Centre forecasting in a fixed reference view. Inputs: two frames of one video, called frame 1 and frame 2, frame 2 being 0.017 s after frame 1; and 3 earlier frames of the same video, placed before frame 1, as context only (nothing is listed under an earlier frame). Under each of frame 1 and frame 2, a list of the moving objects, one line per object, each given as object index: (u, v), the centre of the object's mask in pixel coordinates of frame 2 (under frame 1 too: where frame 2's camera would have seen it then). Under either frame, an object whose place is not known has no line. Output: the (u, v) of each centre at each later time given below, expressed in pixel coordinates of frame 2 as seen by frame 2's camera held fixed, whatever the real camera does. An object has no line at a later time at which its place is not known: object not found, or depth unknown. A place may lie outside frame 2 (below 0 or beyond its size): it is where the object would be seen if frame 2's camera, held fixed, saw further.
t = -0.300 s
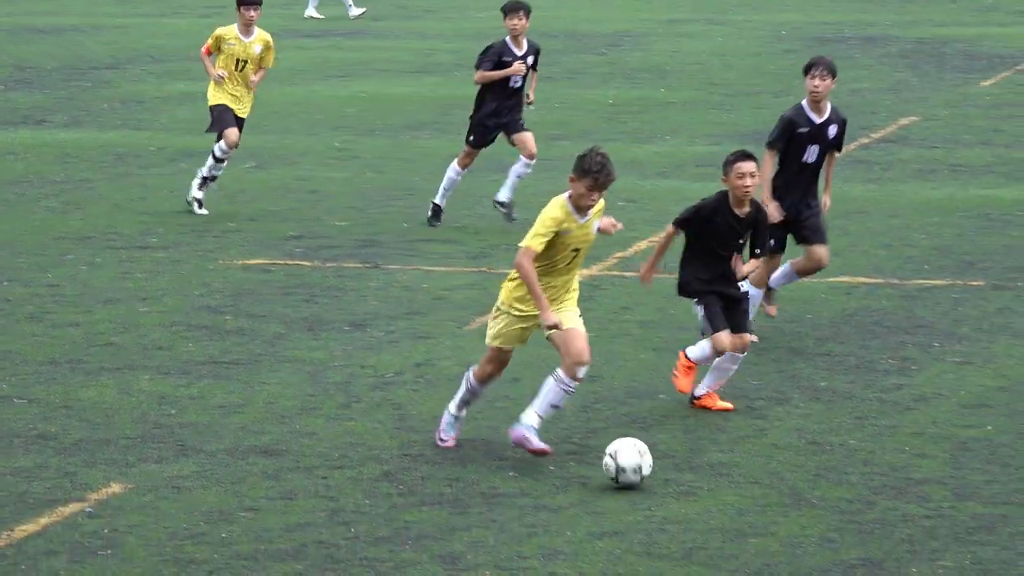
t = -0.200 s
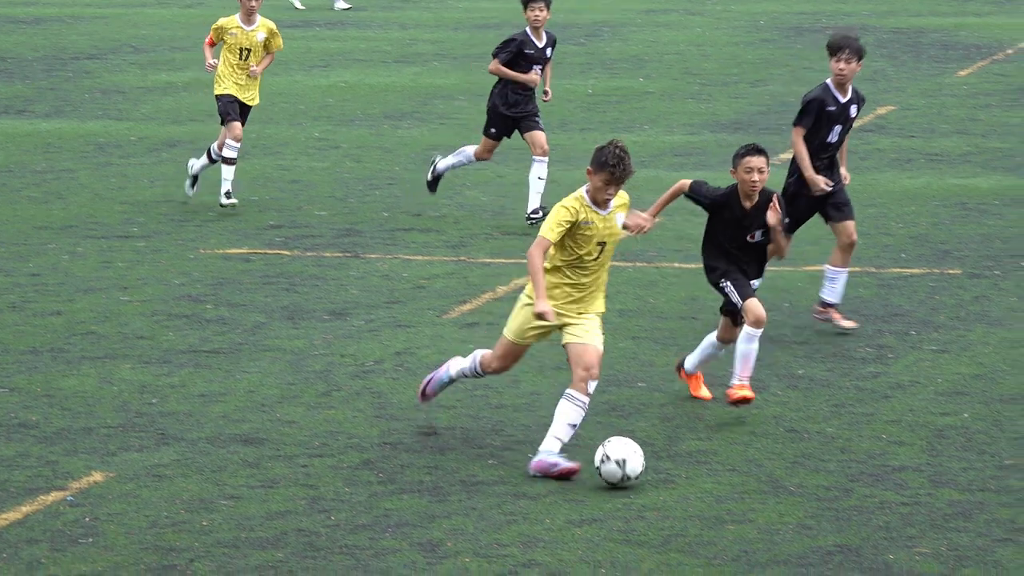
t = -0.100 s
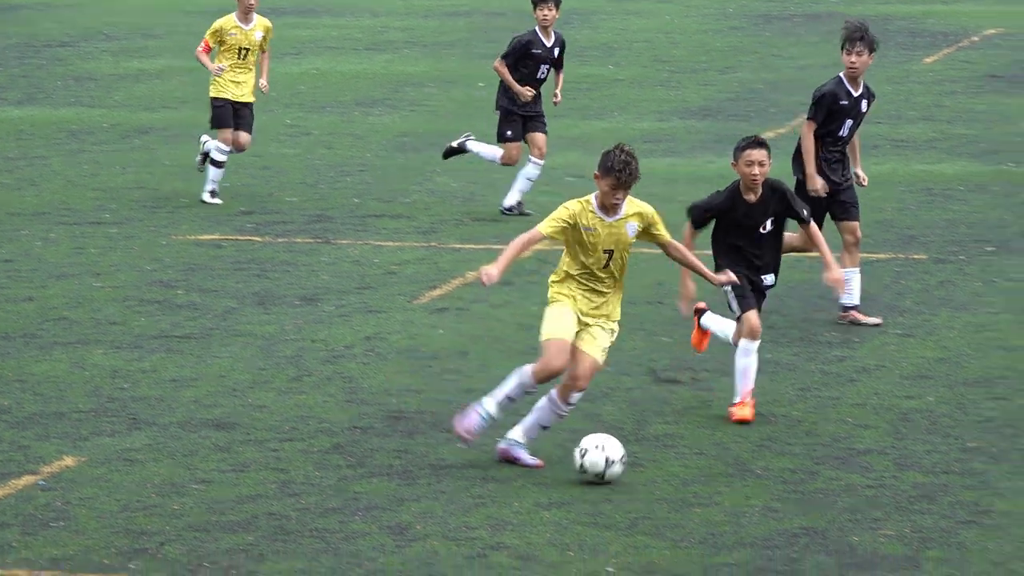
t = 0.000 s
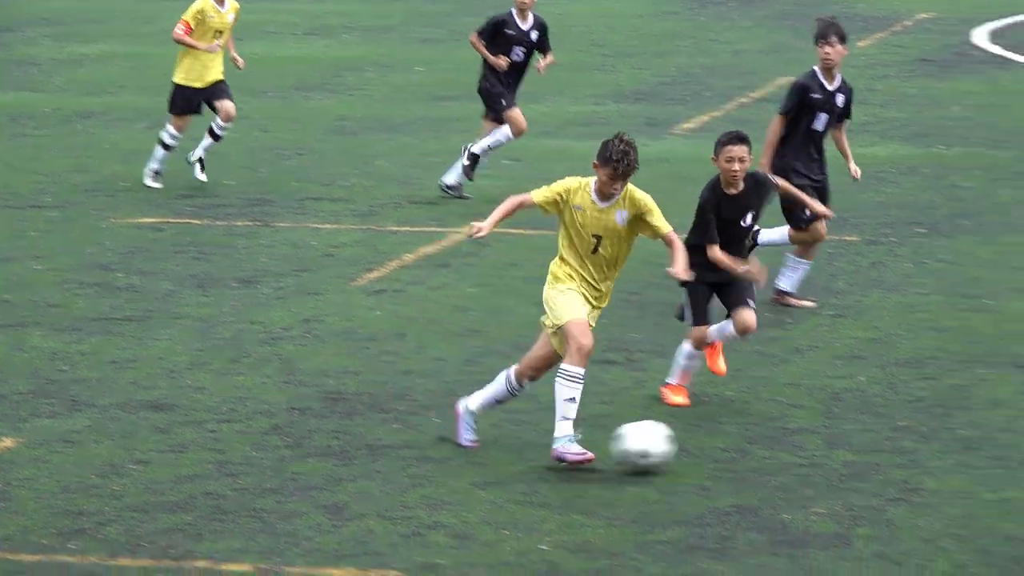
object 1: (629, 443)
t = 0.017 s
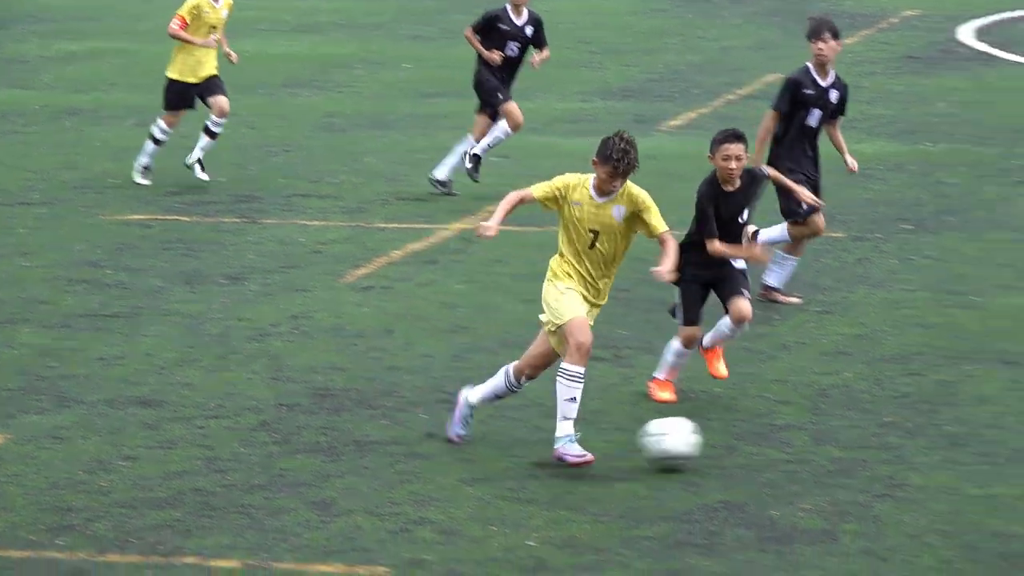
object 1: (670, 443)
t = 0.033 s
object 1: (711, 442)
